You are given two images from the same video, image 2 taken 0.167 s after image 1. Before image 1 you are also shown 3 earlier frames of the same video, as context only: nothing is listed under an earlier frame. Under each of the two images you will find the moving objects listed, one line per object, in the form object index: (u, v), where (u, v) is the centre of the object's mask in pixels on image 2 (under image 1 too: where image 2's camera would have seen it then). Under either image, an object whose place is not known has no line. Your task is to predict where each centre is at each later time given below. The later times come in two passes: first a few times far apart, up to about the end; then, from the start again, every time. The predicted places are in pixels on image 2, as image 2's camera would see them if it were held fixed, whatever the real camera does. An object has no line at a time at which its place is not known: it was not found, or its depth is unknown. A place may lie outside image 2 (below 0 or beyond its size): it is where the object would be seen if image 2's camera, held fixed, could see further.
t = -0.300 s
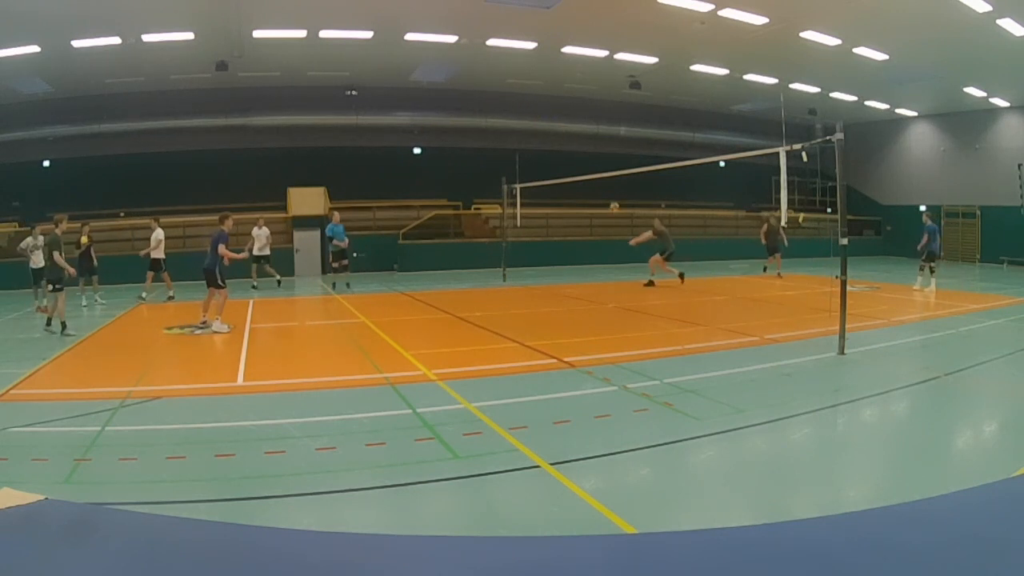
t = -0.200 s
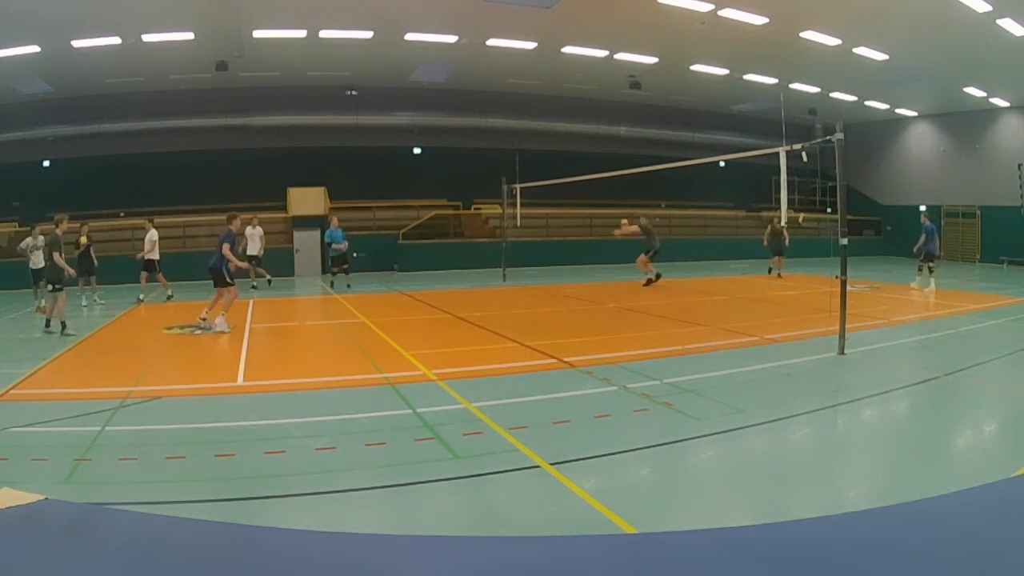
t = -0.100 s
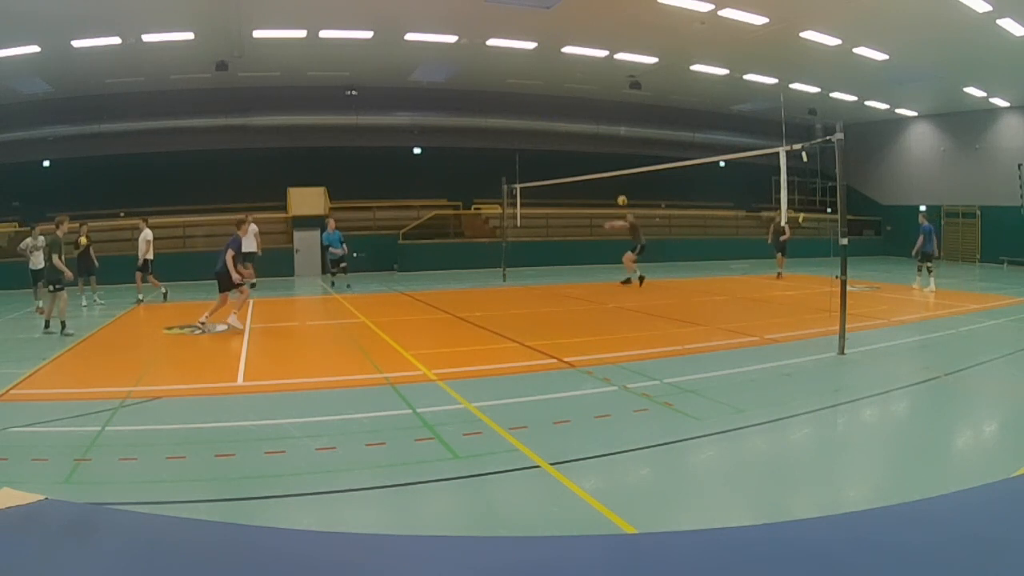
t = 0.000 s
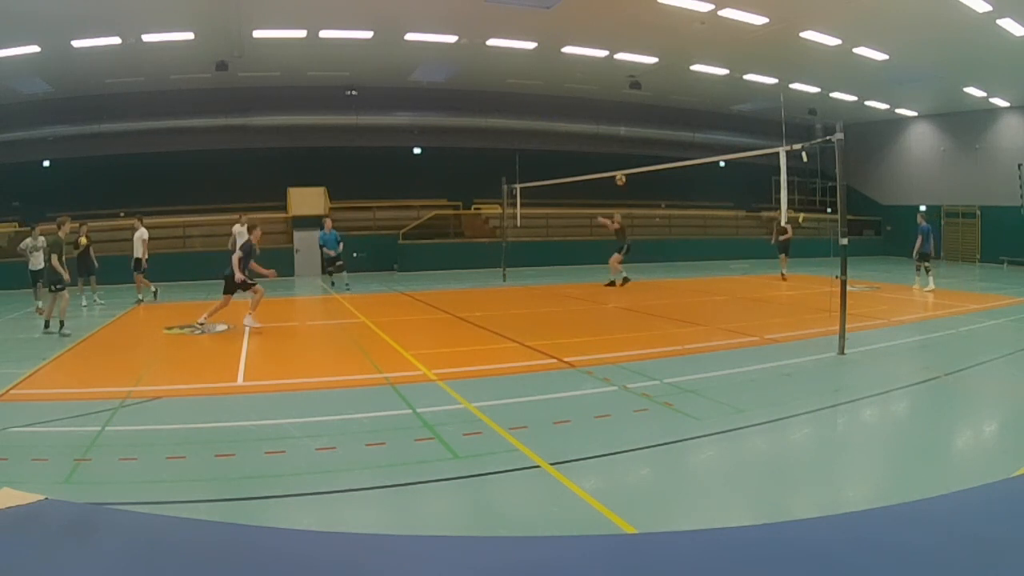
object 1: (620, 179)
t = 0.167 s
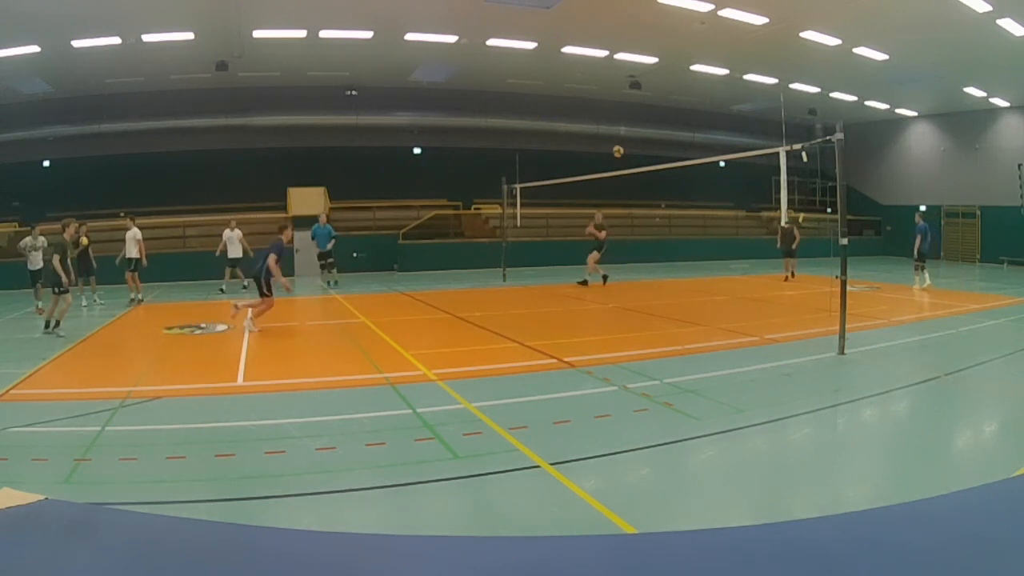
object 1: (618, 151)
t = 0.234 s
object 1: (617, 142)
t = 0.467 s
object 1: (616, 128)
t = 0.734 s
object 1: (617, 146)
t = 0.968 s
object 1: (619, 206)
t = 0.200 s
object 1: (617, 147)
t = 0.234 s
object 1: (617, 142)
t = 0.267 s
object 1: (616, 139)
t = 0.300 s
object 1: (616, 136)
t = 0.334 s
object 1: (616, 133)
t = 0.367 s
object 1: (616, 131)
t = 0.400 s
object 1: (616, 129)
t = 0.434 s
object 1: (616, 128)
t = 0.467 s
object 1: (616, 128)
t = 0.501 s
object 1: (616, 127)
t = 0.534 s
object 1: (615, 127)
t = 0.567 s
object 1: (616, 129)
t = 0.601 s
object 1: (616, 131)
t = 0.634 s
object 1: (616, 133)
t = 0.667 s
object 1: (616, 136)
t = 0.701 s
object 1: (616, 140)
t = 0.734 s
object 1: (617, 146)
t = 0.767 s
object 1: (617, 151)
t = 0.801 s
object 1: (618, 158)
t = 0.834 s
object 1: (618, 164)
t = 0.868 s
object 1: (618, 174)
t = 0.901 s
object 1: (619, 184)
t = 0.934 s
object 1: (619, 194)
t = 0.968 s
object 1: (619, 206)
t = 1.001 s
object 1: (620, 219)
